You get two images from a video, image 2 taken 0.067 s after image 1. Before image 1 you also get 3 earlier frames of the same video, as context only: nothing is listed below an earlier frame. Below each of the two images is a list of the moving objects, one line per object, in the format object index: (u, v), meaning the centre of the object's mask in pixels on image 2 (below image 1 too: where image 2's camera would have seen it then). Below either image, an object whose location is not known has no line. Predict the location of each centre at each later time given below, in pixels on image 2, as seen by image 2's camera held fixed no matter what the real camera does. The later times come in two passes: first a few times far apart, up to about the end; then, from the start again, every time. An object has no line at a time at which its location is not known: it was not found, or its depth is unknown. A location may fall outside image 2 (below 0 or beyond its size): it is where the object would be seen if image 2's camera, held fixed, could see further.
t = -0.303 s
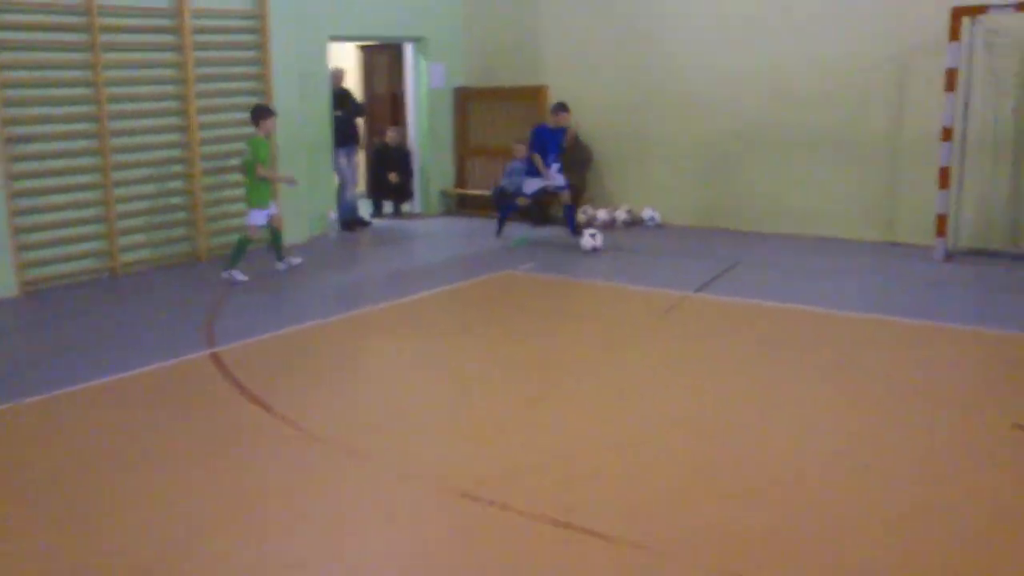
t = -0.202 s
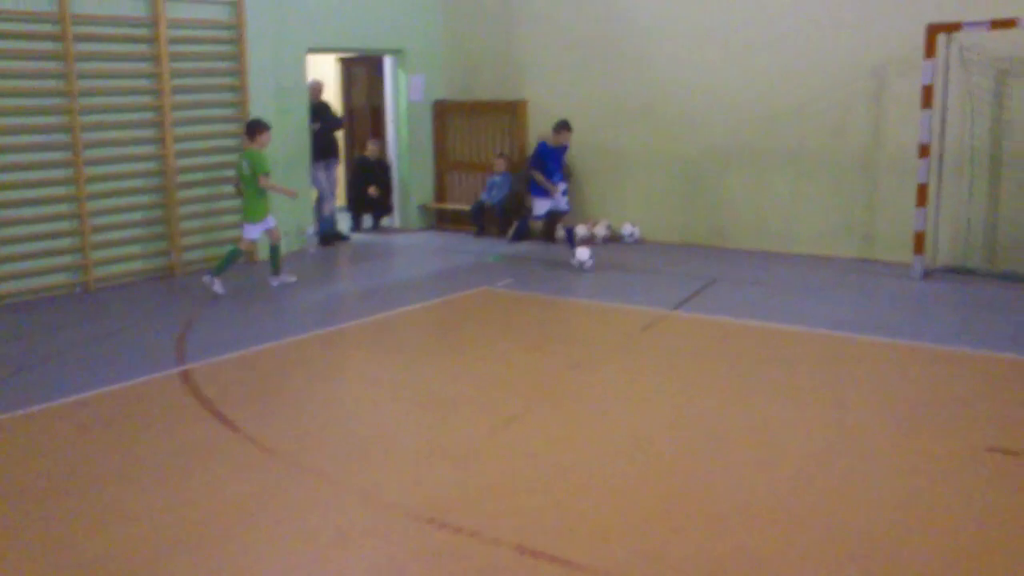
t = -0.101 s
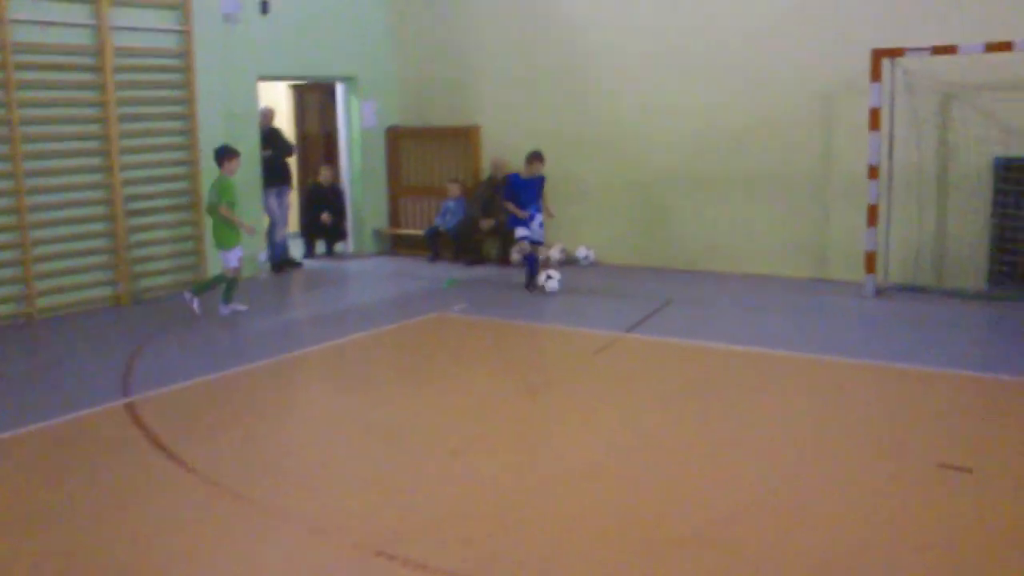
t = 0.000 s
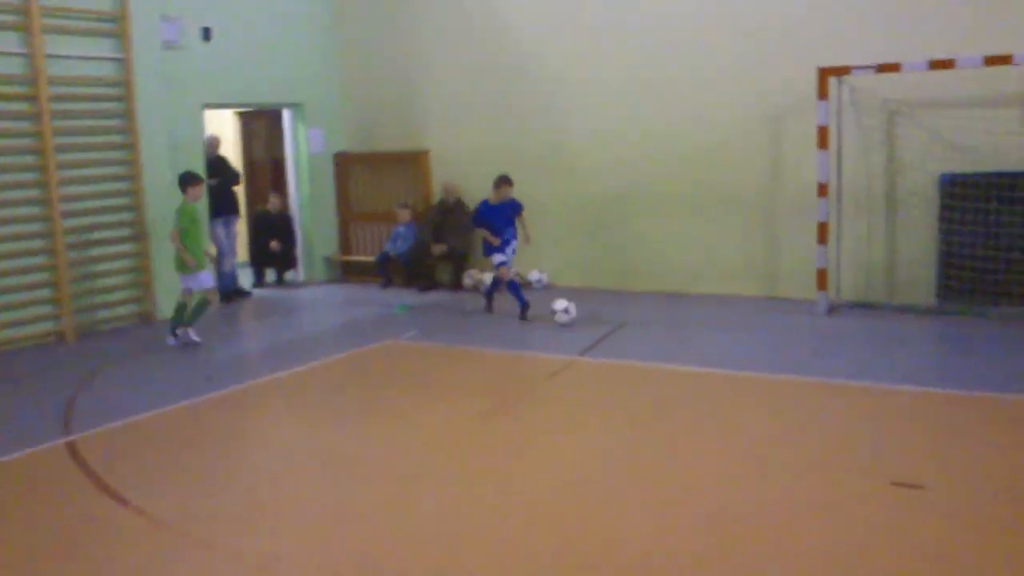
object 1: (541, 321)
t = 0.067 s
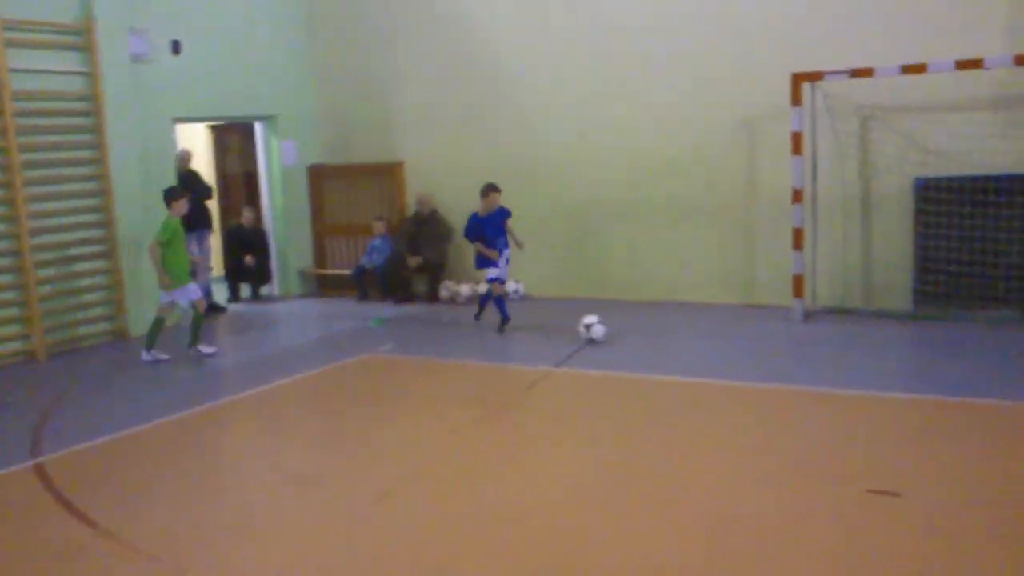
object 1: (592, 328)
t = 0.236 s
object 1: (729, 343)
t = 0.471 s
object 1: (947, 371)
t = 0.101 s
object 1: (619, 330)
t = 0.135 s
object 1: (648, 333)
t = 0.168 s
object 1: (675, 336)
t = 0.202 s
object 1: (701, 339)
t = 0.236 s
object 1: (729, 343)
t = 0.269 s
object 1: (760, 346)
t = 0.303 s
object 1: (791, 350)
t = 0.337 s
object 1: (821, 355)
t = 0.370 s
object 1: (851, 359)
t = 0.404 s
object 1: (880, 363)
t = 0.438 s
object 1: (912, 366)
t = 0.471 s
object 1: (947, 371)
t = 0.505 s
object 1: (977, 375)
